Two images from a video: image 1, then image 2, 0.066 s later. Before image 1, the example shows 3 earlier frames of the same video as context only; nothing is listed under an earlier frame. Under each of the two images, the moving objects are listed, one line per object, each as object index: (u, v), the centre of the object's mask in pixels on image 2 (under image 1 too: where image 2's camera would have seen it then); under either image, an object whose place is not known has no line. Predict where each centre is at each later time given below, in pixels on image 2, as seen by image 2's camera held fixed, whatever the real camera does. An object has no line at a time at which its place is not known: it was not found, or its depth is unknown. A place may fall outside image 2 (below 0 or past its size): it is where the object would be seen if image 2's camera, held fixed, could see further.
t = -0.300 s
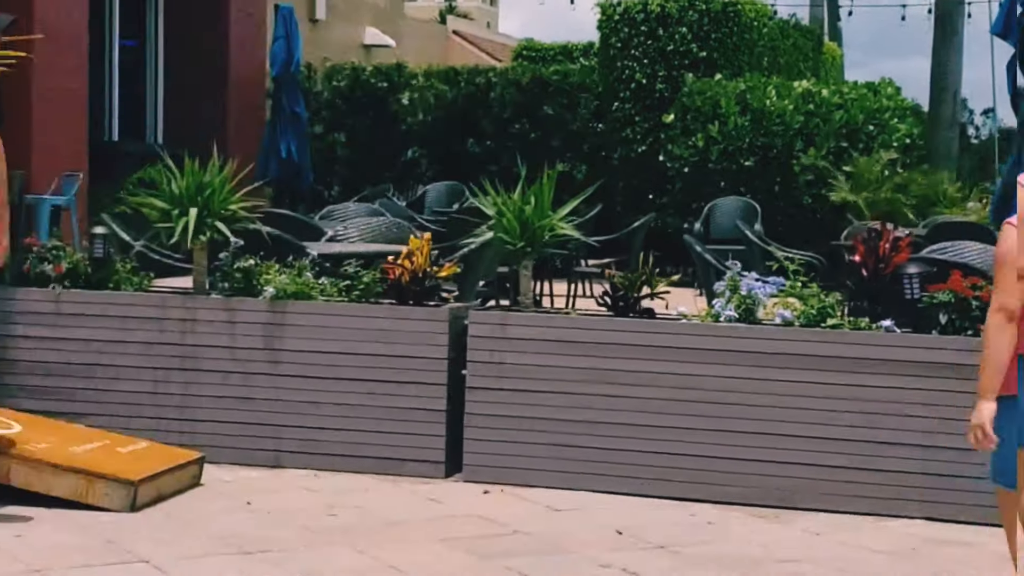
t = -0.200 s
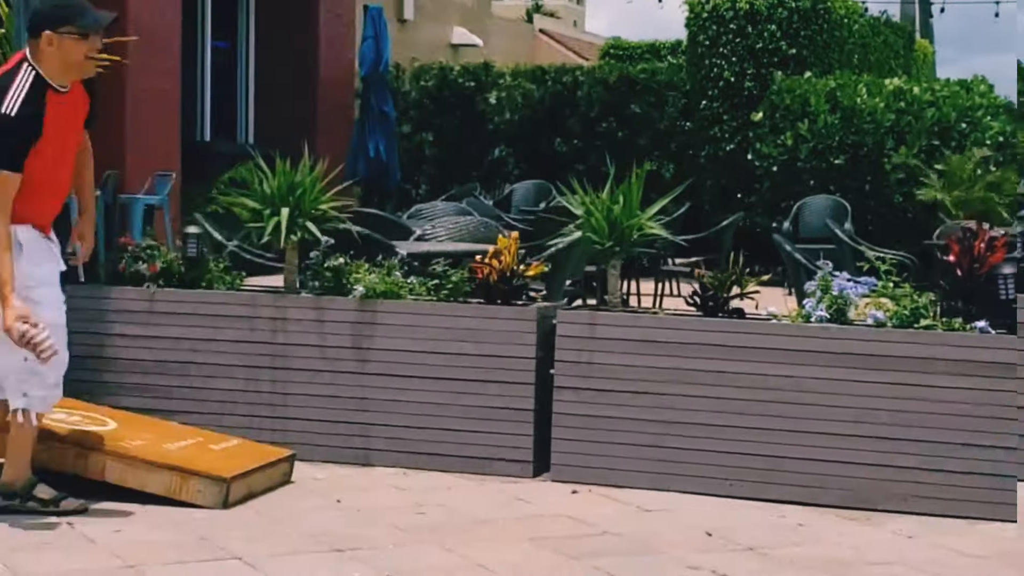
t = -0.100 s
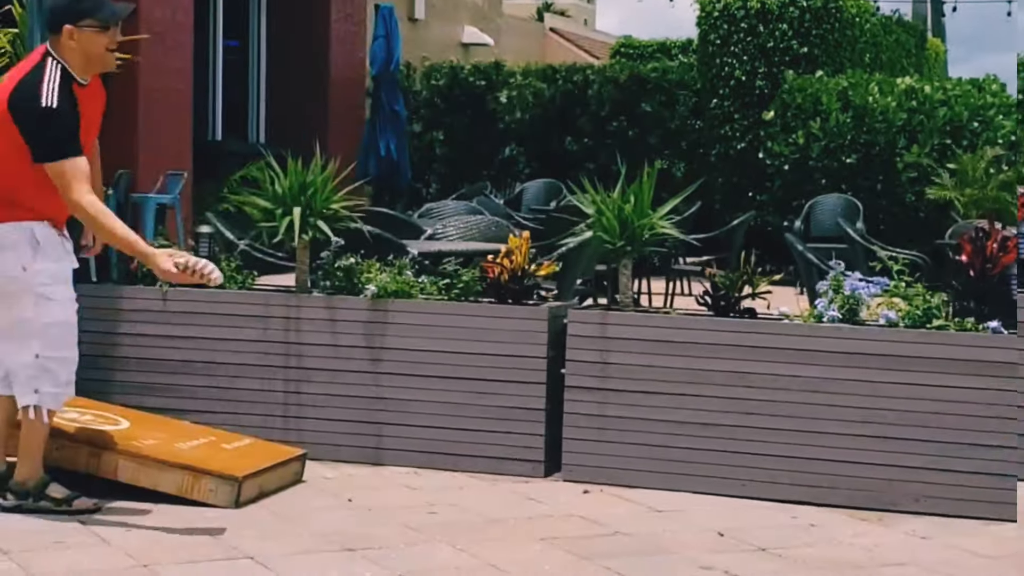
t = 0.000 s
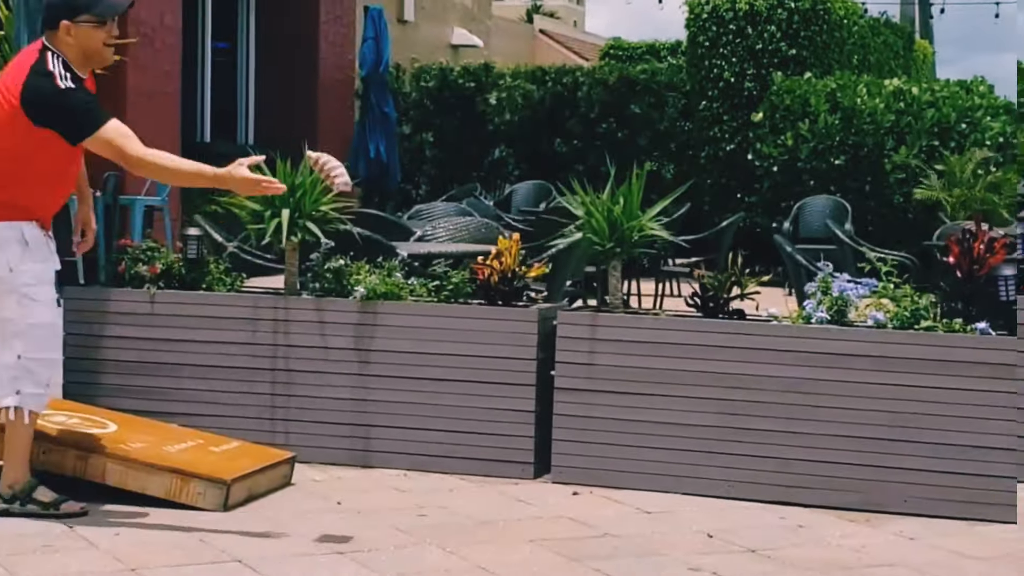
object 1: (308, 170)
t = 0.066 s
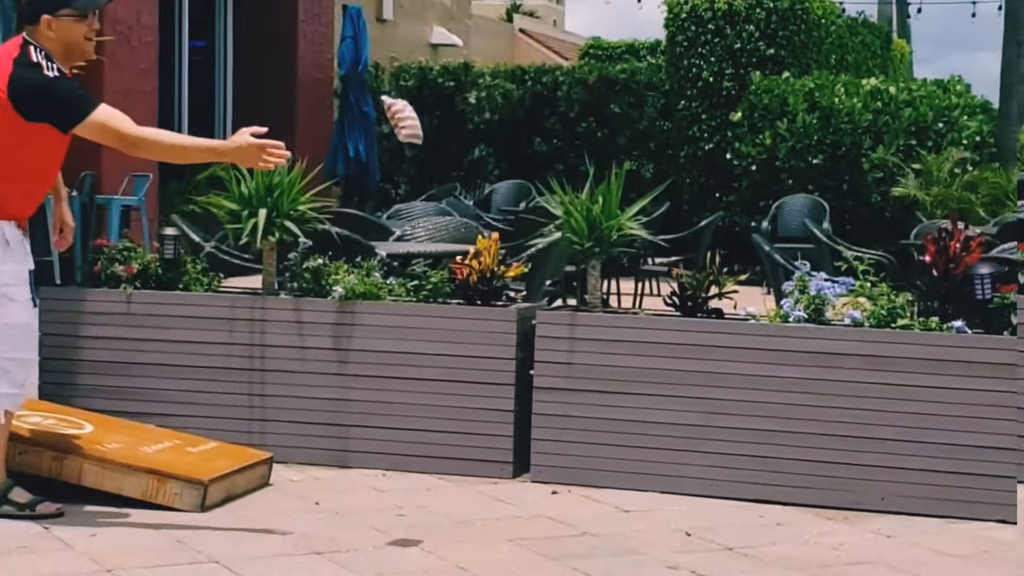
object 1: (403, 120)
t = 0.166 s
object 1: (534, 73)
